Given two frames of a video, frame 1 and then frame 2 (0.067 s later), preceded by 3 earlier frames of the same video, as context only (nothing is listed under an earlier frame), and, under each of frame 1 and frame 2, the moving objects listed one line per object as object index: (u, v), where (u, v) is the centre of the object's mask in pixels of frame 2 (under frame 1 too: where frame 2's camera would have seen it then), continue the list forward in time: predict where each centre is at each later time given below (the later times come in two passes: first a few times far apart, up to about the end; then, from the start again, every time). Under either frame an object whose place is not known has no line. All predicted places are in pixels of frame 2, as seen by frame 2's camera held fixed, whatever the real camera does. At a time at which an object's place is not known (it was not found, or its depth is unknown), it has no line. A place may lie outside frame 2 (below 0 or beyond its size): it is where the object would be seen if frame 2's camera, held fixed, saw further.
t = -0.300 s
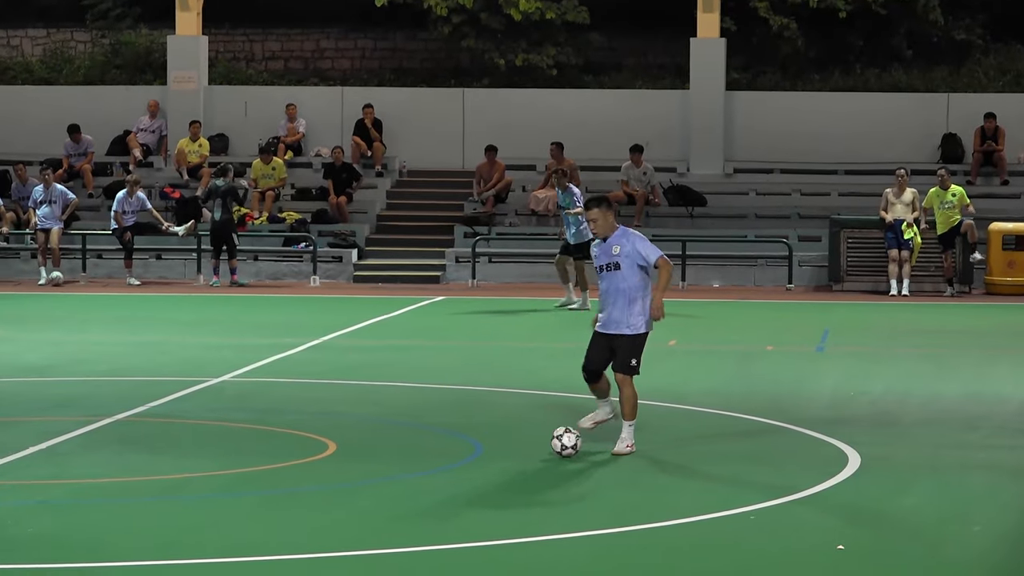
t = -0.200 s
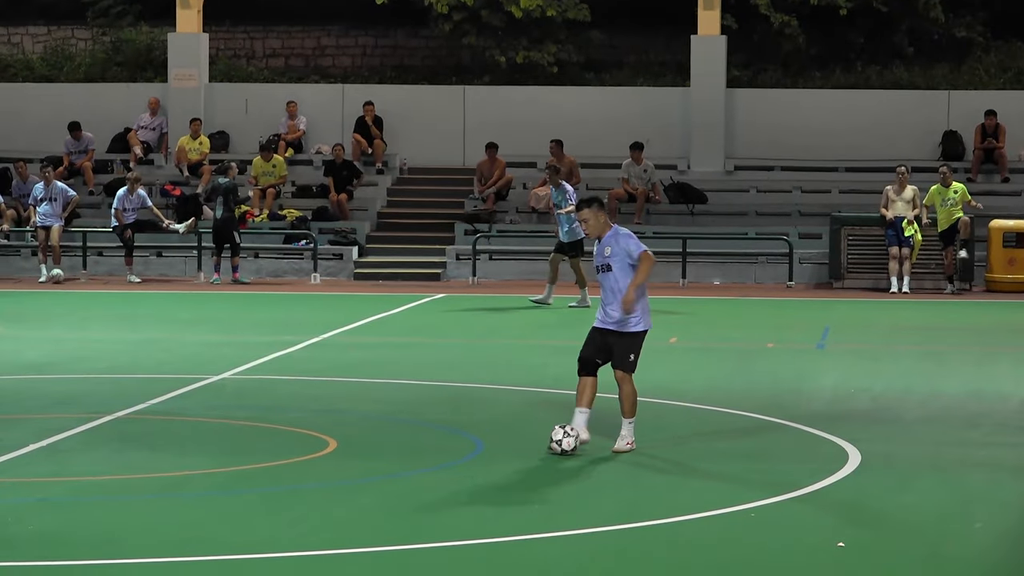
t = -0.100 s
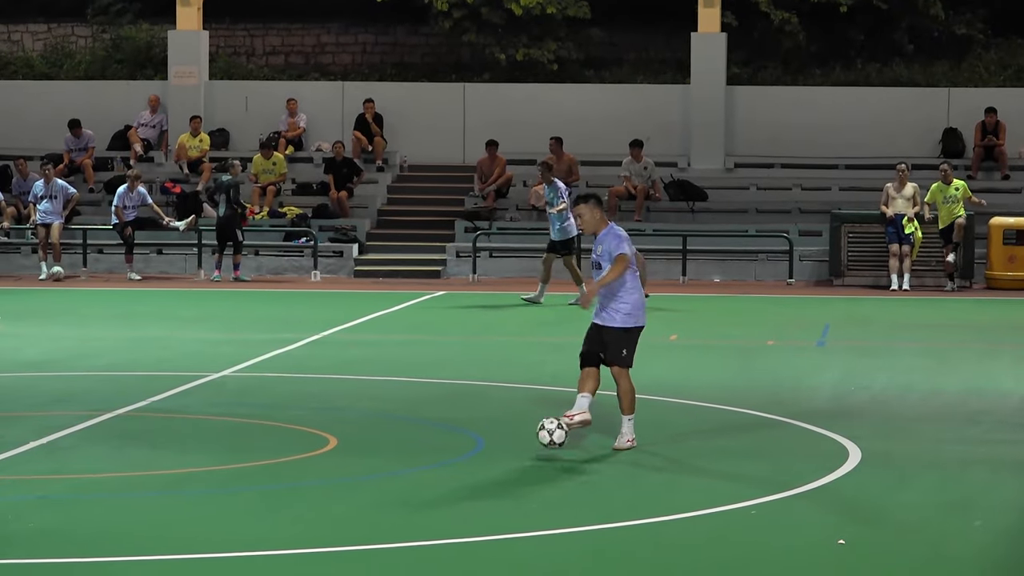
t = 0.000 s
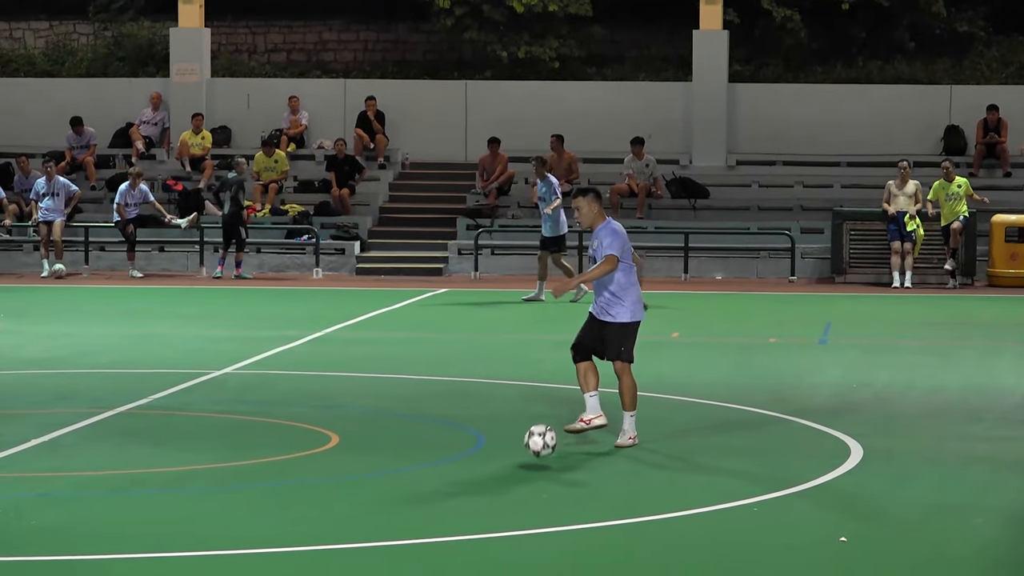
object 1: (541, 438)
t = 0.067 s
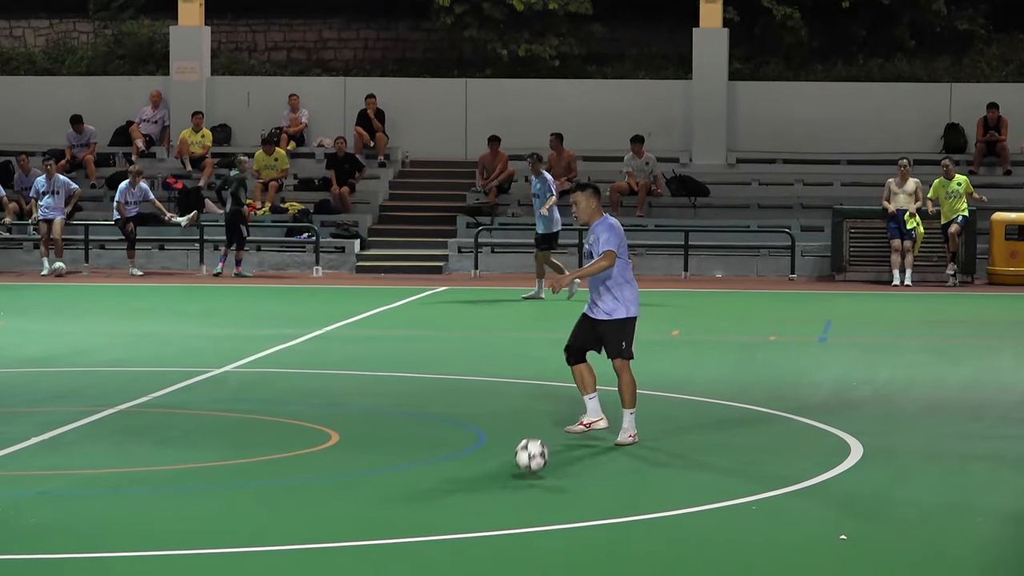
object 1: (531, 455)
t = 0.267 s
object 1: (508, 464)
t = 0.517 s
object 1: (480, 490)
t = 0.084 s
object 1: (528, 461)
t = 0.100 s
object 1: (526, 467)
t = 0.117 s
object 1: (524, 469)
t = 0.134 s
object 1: (522, 467)
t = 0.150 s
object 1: (520, 466)
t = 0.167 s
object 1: (519, 464)
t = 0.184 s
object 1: (517, 463)
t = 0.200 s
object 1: (515, 462)
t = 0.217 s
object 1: (514, 462)
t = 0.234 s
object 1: (512, 462)
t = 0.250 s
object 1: (510, 463)
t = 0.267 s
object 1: (508, 464)
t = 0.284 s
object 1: (507, 466)
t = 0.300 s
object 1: (505, 468)
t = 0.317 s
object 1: (503, 471)
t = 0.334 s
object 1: (501, 474)
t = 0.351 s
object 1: (499, 478)
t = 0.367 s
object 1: (497, 482)
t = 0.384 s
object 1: (495, 486)
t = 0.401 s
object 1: (493, 492)
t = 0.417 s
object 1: (491, 498)
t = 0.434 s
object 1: (488, 497)
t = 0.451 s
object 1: (487, 495)
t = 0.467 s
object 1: (485, 492)
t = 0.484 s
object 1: (483, 492)
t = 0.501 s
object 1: (482, 491)
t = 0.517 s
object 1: (480, 490)
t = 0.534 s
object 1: (478, 490)
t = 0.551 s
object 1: (476, 490)
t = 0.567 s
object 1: (474, 492)
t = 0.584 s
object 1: (472, 493)
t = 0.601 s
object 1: (470, 495)
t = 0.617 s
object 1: (468, 498)
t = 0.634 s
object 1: (466, 501)
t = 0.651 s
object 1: (464, 505)
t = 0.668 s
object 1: (462, 509)
